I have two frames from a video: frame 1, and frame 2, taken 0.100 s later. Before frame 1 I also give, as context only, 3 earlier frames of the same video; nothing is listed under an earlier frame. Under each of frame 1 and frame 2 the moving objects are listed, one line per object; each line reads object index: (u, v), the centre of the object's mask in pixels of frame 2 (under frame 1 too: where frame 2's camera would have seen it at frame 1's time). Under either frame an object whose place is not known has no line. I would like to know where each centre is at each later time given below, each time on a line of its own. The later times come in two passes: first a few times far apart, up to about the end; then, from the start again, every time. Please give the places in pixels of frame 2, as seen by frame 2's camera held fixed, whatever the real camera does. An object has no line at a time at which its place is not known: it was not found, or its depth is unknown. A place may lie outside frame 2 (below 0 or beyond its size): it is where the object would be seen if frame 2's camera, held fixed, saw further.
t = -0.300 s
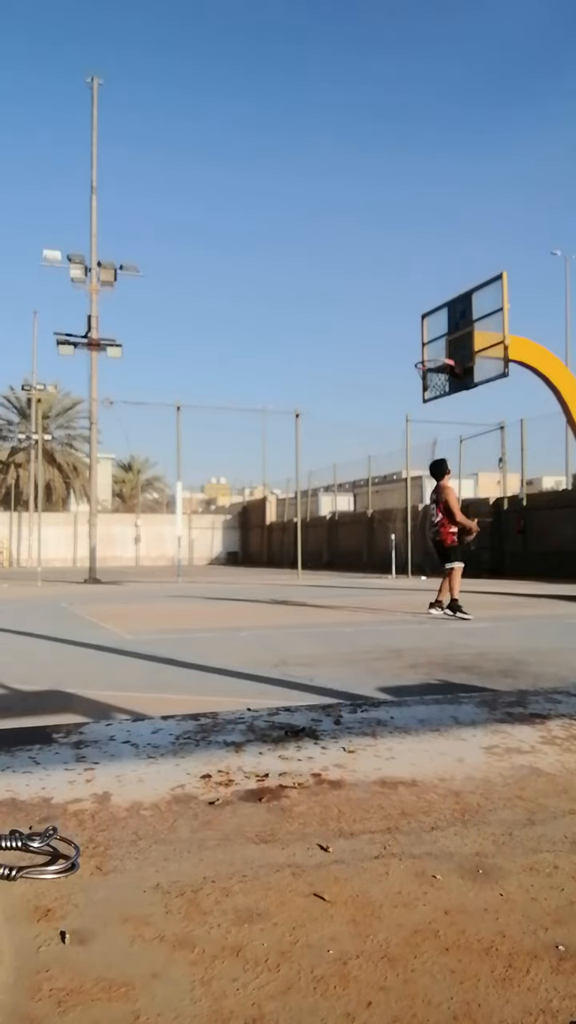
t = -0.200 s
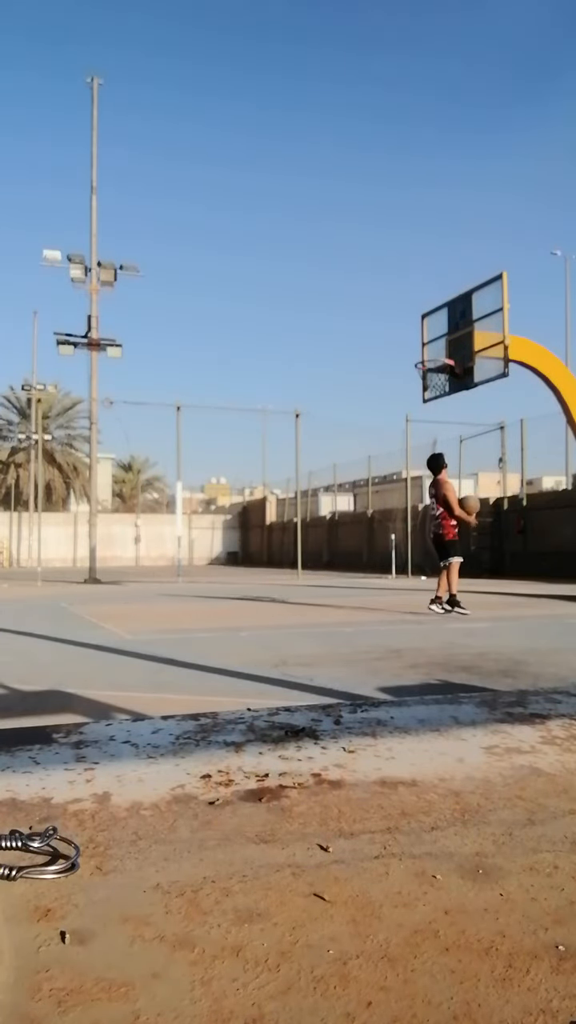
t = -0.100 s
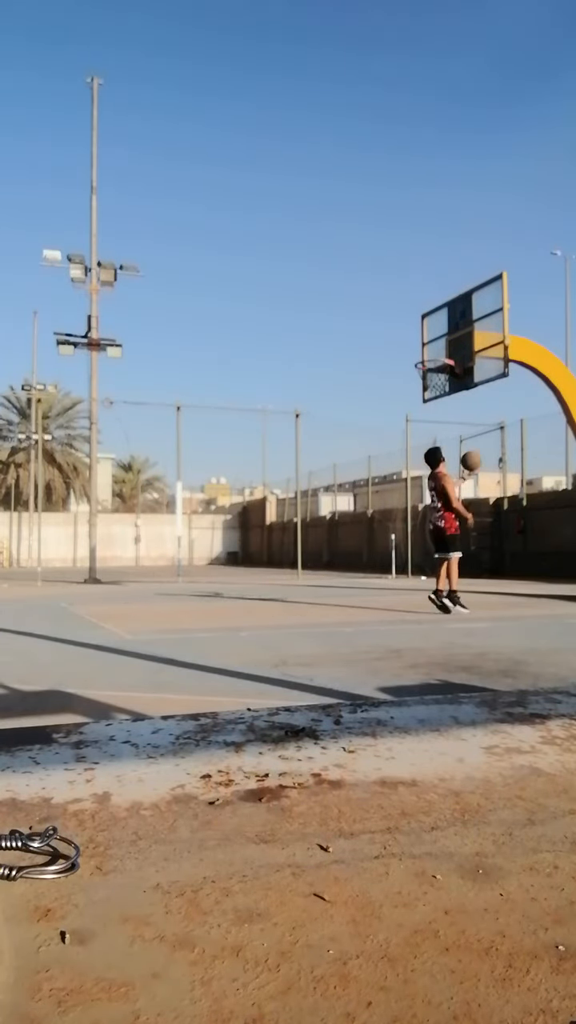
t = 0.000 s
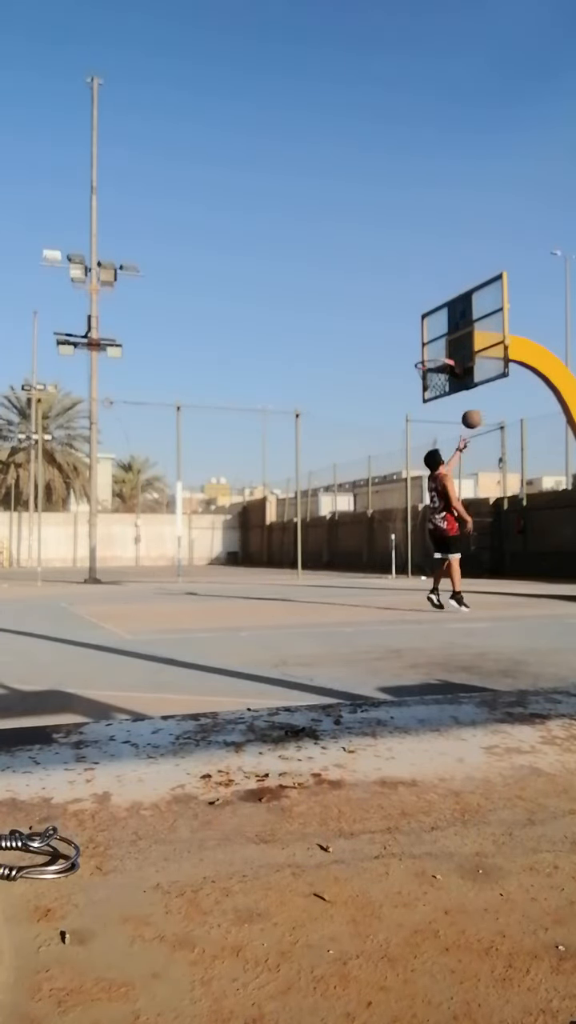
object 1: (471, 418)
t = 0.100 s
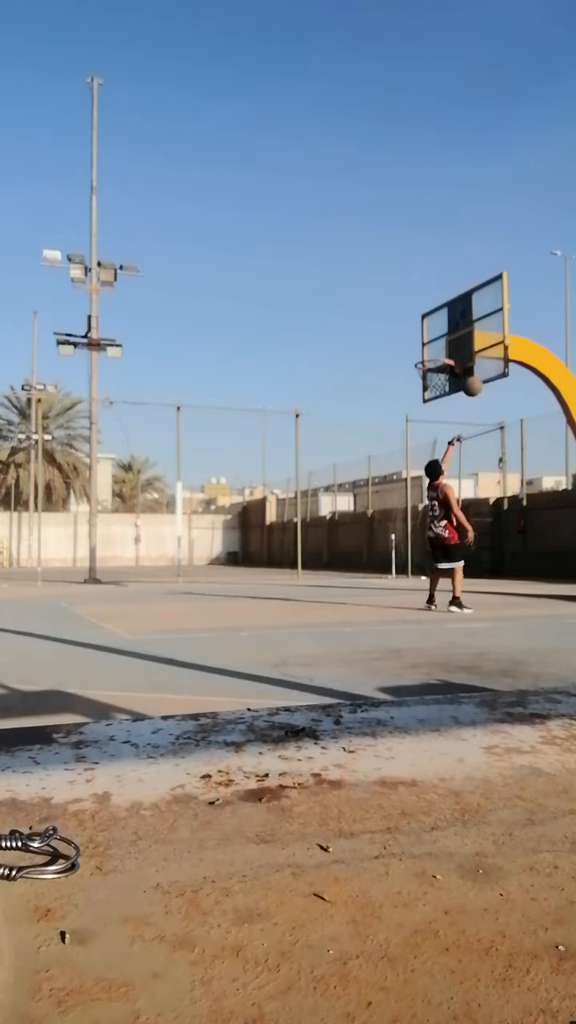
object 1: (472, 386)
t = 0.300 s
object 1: (464, 352)
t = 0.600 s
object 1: (442, 351)
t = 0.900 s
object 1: (430, 405)
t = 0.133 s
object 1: (474, 376)
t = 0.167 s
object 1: (474, 368)
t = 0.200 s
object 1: (474, 362)
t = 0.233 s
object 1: (471, 357)
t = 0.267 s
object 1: (467, 354)
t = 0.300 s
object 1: (464, 352)
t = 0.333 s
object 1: (460, 350)
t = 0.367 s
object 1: (457, 349)
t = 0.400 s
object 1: (454, 347)
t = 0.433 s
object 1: (452, 348)
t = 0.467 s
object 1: (450, 348)
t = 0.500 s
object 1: (448, 349)
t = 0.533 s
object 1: (446, 349)
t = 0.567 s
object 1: (444, 350)
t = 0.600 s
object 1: (442, 351)
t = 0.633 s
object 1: (440, 353)
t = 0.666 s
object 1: (436, 362)
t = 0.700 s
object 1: (435, 370)
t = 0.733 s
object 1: (432, 375)
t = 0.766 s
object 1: (432, 379)
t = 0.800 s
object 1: (430, 384)
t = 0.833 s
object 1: (431, 392)
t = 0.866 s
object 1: (430, 396)
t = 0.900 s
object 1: (430, 405)
